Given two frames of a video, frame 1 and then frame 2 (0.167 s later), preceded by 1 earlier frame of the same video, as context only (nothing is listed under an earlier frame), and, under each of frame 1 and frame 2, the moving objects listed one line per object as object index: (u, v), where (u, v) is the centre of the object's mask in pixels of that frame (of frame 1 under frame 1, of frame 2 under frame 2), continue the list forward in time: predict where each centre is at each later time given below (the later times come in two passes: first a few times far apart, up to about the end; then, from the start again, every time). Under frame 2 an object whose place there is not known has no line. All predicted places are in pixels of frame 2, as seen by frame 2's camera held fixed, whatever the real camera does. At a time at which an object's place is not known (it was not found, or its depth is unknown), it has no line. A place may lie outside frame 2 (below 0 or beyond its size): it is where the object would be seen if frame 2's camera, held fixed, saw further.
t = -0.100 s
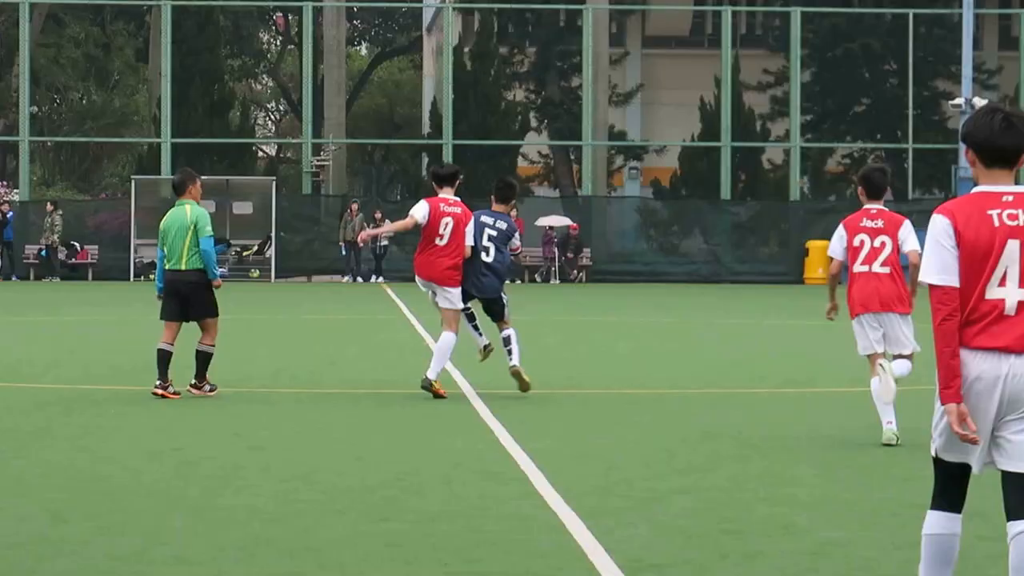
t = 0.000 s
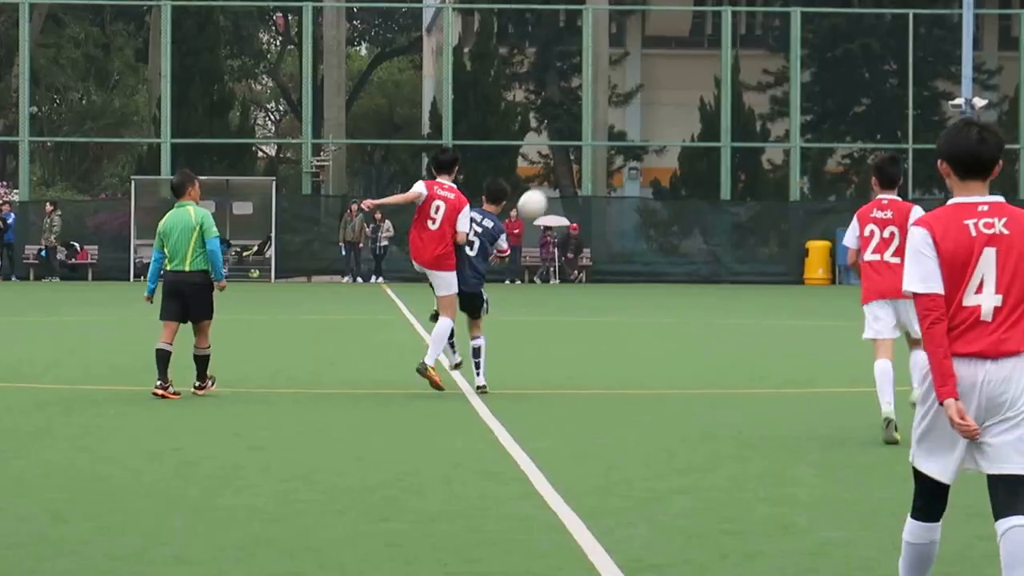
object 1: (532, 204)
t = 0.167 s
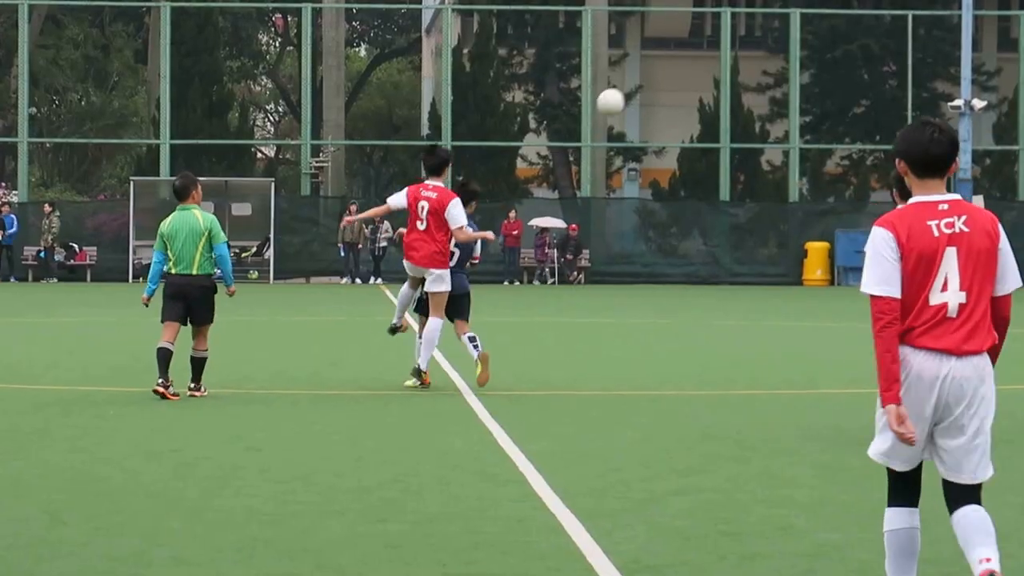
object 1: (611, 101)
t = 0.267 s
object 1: (653, 57)
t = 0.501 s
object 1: (746, 5)
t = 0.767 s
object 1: (837, 11)
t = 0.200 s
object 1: (625, 86)
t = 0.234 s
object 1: (639, 71)
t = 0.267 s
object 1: (653, 57)
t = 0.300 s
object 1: (667, 46)
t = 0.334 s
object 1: (680, 37)
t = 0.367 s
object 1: (694, 28)
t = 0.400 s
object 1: (707, 21)
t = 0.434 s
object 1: (720, 13)
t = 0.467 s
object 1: (733, 8)
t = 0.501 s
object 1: (746, 5)
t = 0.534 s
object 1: (757, 3)
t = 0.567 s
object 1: (769, 1)
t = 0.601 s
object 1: (781, 1)
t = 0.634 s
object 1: (792, 1)
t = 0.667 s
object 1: (804, 1)
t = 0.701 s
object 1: (815, 2)
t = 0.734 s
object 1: (826, 6)
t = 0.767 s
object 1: (837, 11)
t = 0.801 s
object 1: (848, 16)
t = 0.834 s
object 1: (859, 22)
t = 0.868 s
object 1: (869, 30)
